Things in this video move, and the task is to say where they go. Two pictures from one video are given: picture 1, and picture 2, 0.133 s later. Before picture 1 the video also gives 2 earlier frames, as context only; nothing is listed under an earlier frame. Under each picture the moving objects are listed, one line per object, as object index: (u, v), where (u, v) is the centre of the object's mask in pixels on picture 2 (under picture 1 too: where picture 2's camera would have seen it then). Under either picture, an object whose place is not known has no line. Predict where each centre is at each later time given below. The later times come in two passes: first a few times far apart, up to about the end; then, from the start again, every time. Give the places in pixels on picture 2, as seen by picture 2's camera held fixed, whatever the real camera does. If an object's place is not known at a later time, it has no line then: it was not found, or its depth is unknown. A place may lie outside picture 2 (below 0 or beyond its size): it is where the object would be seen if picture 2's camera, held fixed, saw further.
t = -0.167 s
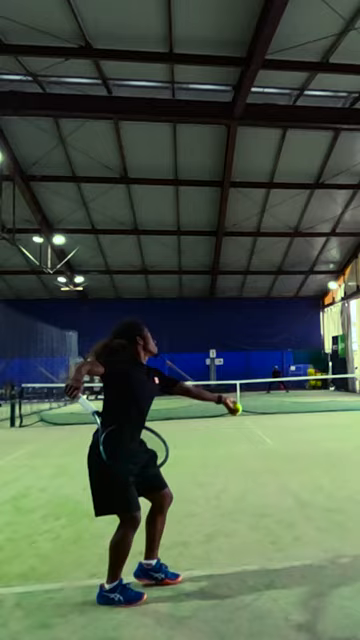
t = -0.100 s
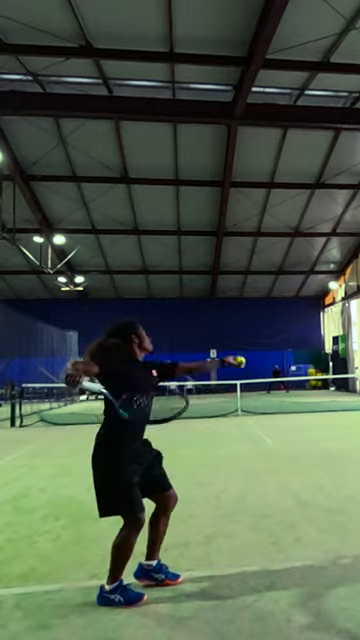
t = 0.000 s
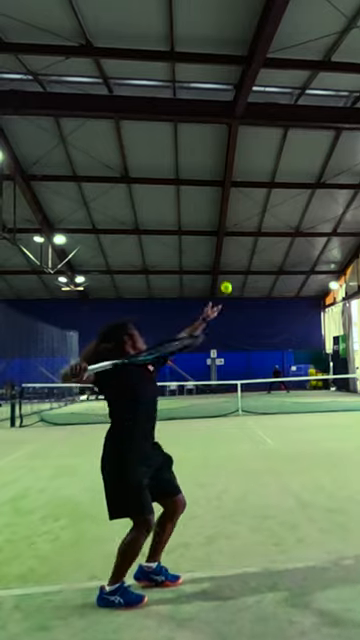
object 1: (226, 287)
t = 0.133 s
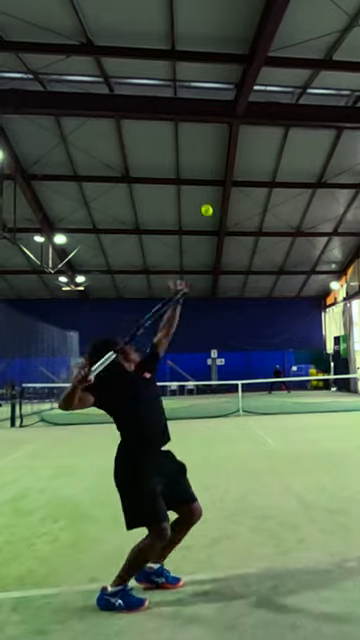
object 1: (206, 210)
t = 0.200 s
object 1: (197, 182)
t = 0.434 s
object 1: (166, 134)
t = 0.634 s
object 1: (142, 155)
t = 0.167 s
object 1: (201, 195)
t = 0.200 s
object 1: (197, 182)
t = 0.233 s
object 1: (192, 170)
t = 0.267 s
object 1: (187, 160)
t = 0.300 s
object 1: (183, 151)
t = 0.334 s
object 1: (179, 144)
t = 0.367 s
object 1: (174, 139)
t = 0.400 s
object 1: (170, 136)
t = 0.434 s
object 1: (166, 134)
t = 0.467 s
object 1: (162, 134)
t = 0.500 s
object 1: (158, 135)
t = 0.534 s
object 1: (153, 137)
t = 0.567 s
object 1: (149, 142)
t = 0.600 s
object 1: (146, 148)
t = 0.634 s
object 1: (142, 155)
